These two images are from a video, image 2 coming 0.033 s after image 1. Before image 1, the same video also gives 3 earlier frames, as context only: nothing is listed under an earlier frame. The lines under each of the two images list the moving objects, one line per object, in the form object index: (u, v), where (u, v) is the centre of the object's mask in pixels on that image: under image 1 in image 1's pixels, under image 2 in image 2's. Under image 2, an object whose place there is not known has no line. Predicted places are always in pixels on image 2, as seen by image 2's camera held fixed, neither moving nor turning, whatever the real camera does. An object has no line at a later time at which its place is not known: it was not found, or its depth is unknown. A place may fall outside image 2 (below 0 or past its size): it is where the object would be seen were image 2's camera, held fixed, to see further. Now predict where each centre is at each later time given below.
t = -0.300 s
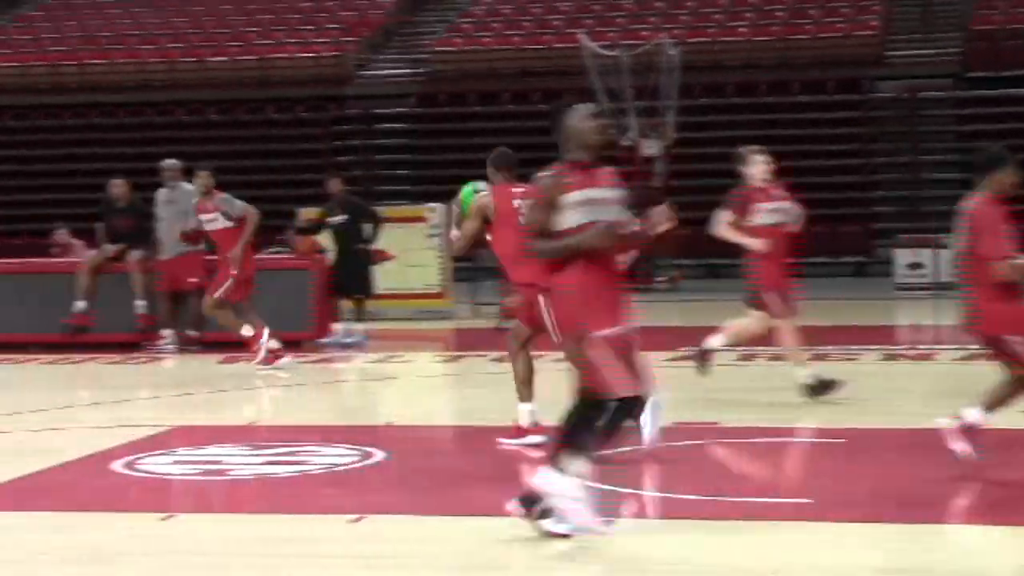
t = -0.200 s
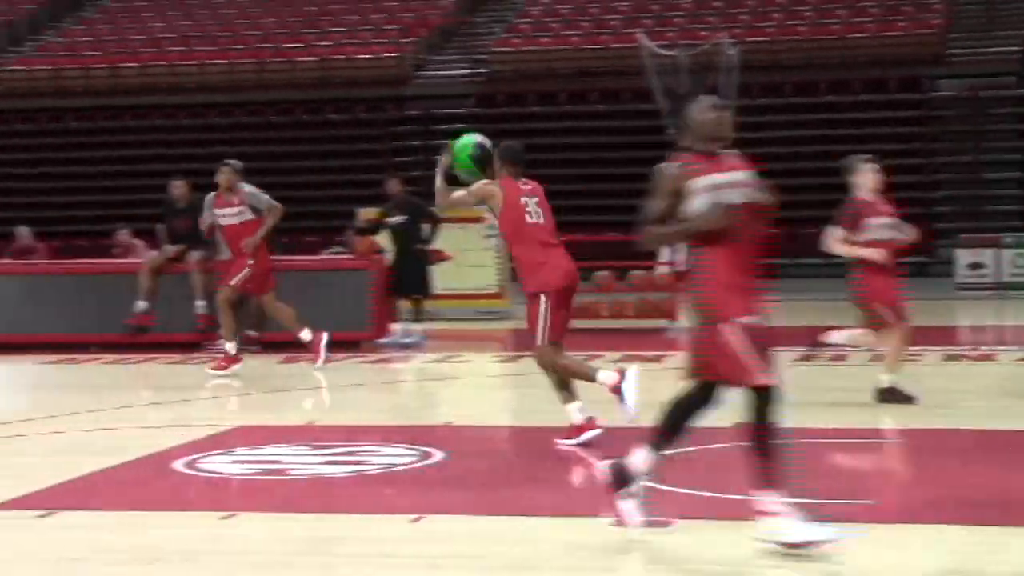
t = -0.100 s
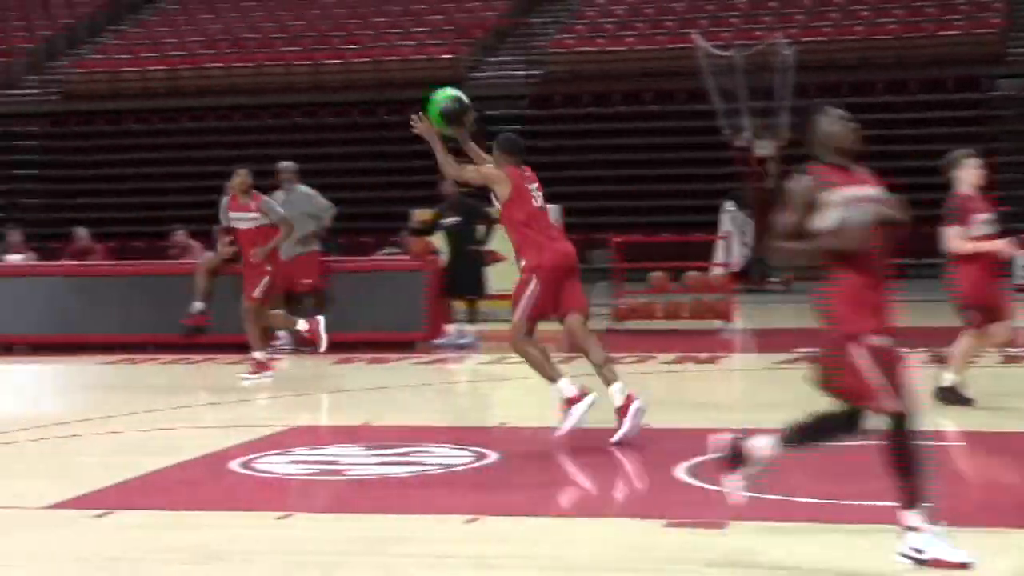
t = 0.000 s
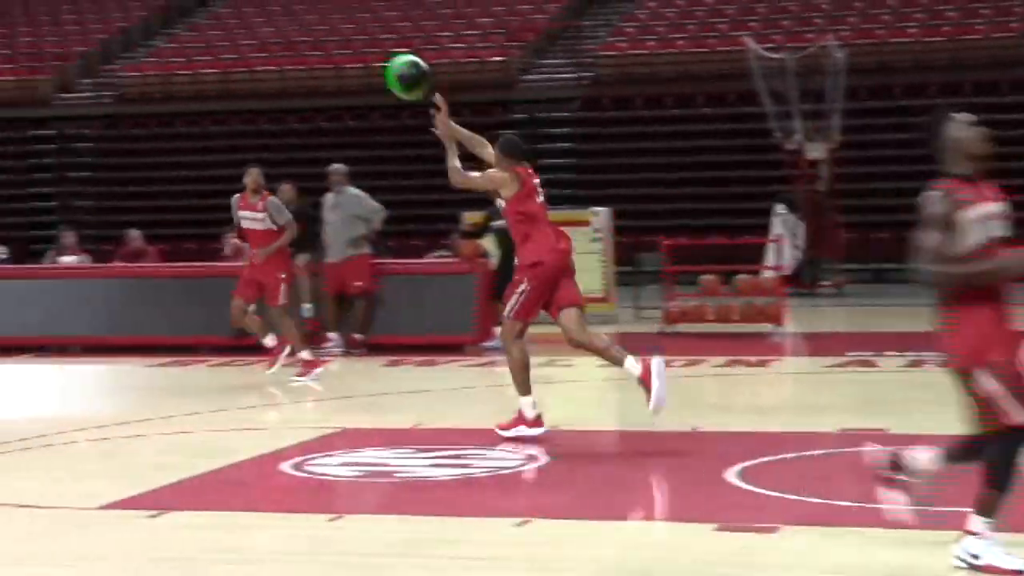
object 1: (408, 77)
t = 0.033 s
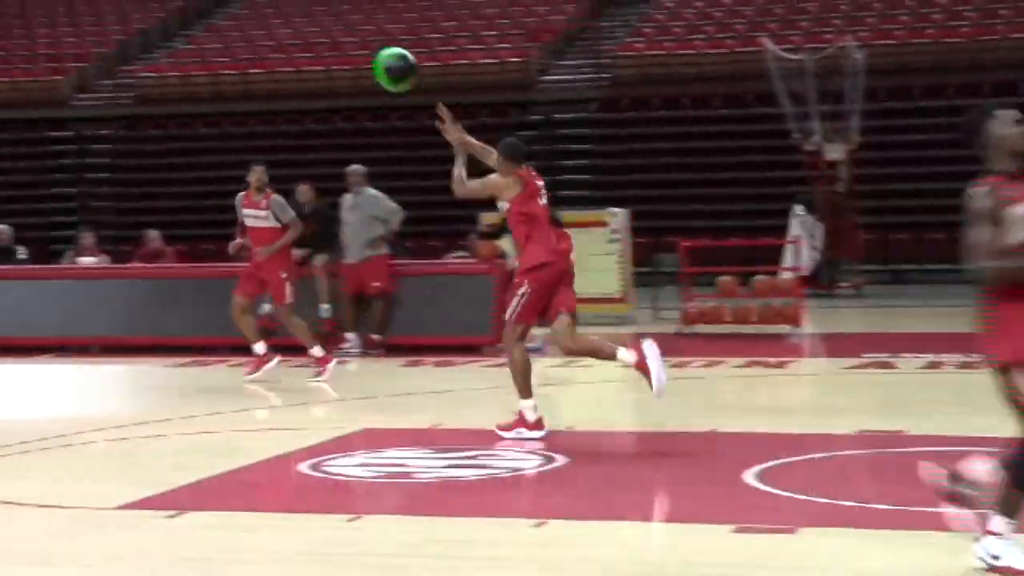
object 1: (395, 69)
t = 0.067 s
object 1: (363, 63)
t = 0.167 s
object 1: (280, 52)
